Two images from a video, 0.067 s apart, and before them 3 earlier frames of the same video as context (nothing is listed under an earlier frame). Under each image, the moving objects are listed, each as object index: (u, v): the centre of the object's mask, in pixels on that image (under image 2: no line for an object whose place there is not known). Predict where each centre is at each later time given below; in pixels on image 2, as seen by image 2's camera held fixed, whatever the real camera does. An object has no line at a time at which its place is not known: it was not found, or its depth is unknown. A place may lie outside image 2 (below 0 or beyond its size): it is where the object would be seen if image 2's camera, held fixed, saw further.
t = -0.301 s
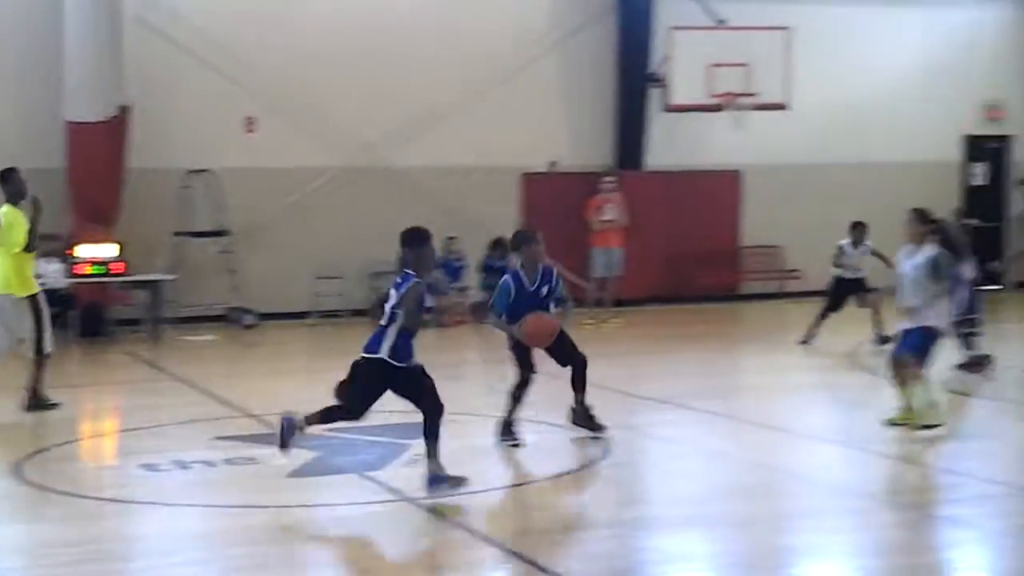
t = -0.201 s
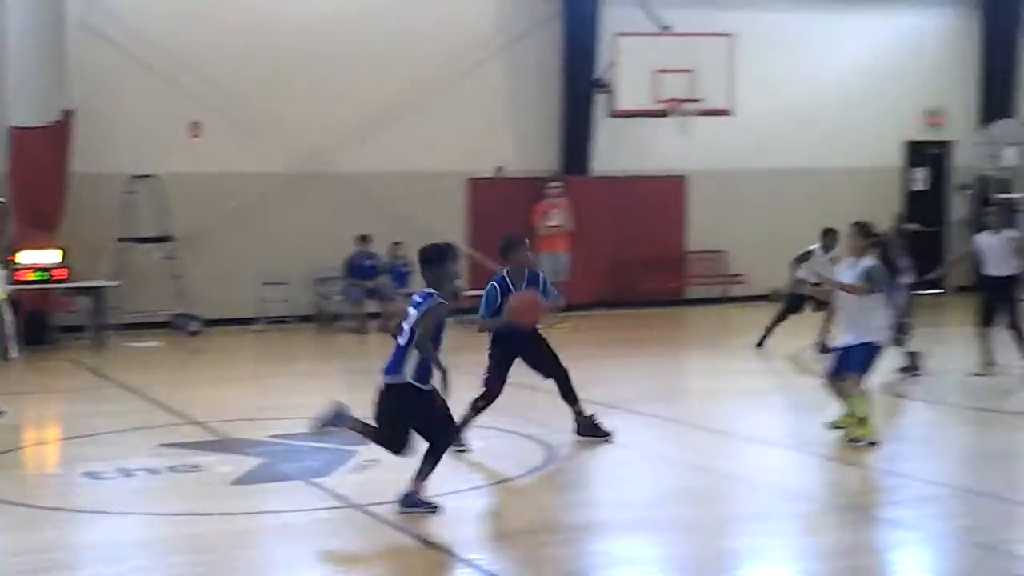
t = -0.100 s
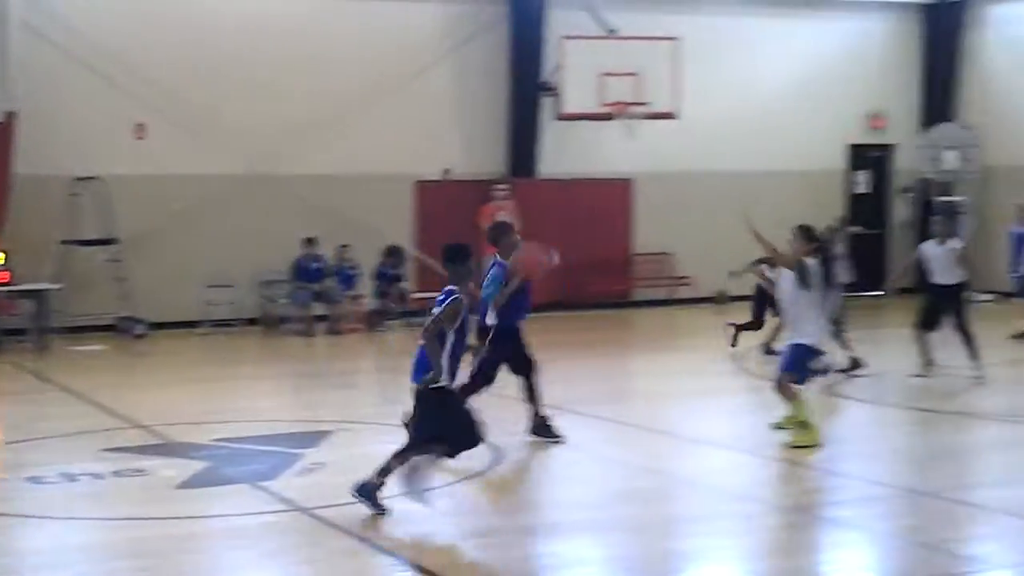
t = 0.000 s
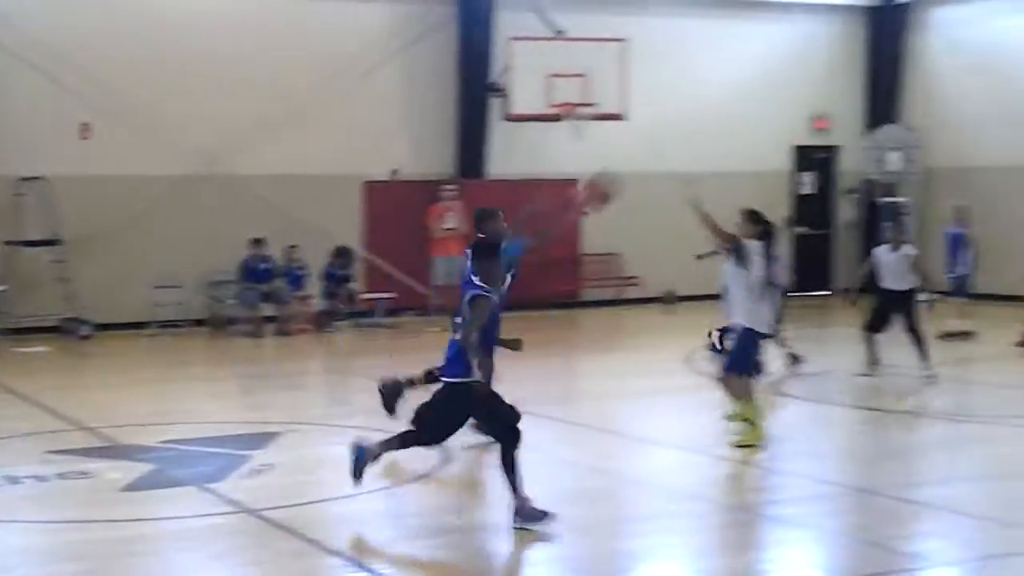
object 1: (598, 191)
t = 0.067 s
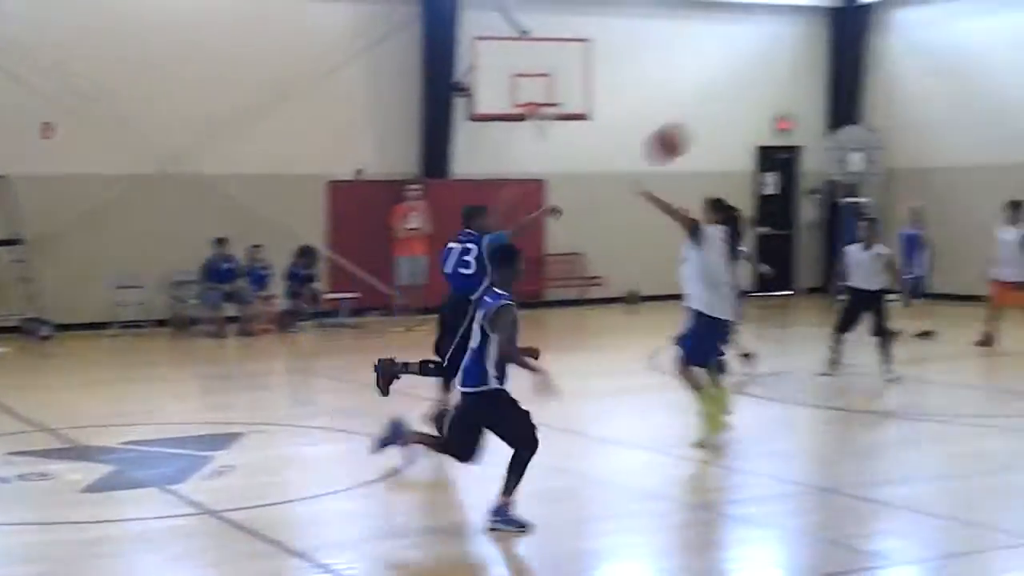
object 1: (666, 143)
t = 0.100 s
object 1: (720, 122)
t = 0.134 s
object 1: (771, 105)
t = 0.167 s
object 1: (824, 86)
